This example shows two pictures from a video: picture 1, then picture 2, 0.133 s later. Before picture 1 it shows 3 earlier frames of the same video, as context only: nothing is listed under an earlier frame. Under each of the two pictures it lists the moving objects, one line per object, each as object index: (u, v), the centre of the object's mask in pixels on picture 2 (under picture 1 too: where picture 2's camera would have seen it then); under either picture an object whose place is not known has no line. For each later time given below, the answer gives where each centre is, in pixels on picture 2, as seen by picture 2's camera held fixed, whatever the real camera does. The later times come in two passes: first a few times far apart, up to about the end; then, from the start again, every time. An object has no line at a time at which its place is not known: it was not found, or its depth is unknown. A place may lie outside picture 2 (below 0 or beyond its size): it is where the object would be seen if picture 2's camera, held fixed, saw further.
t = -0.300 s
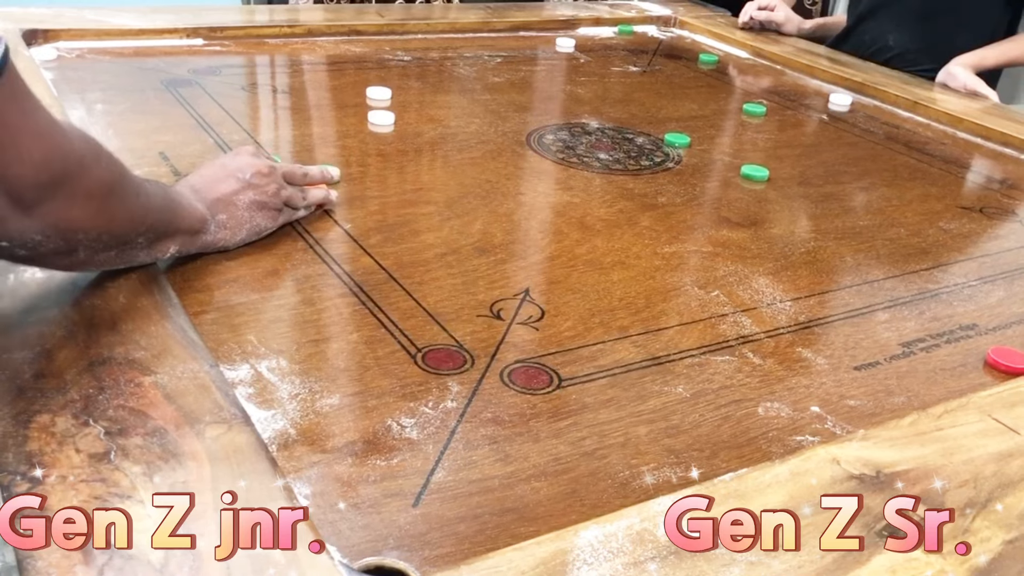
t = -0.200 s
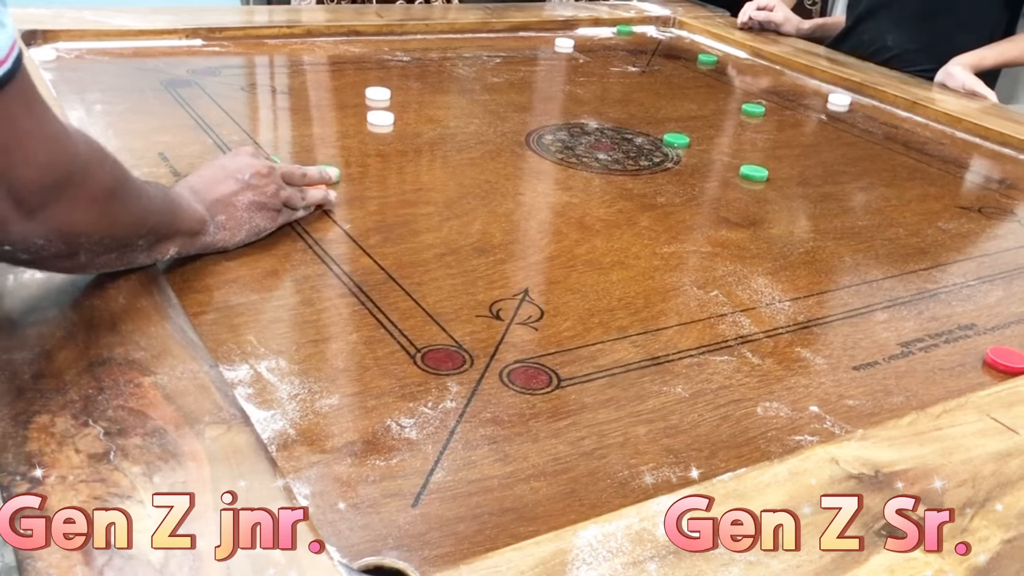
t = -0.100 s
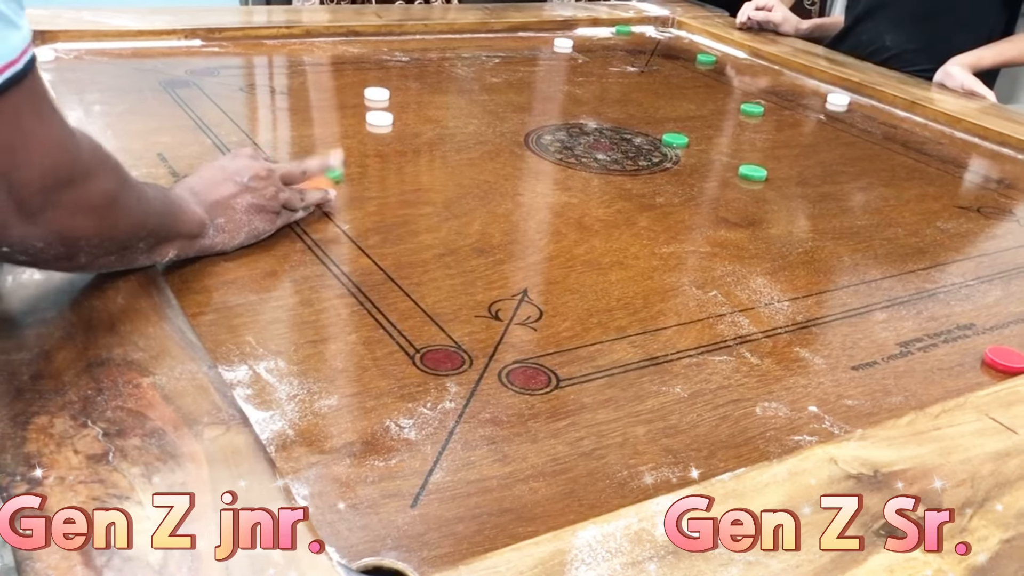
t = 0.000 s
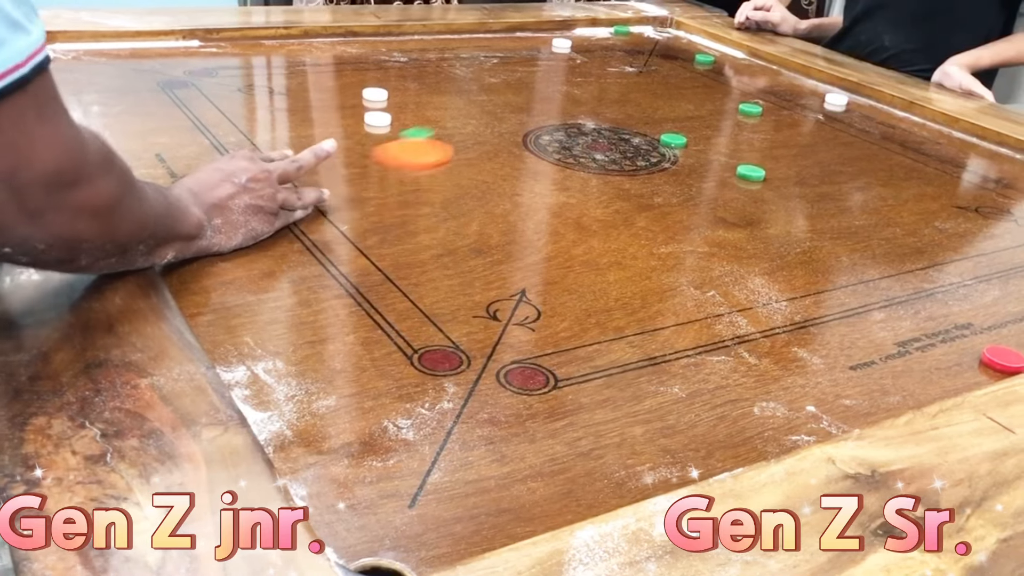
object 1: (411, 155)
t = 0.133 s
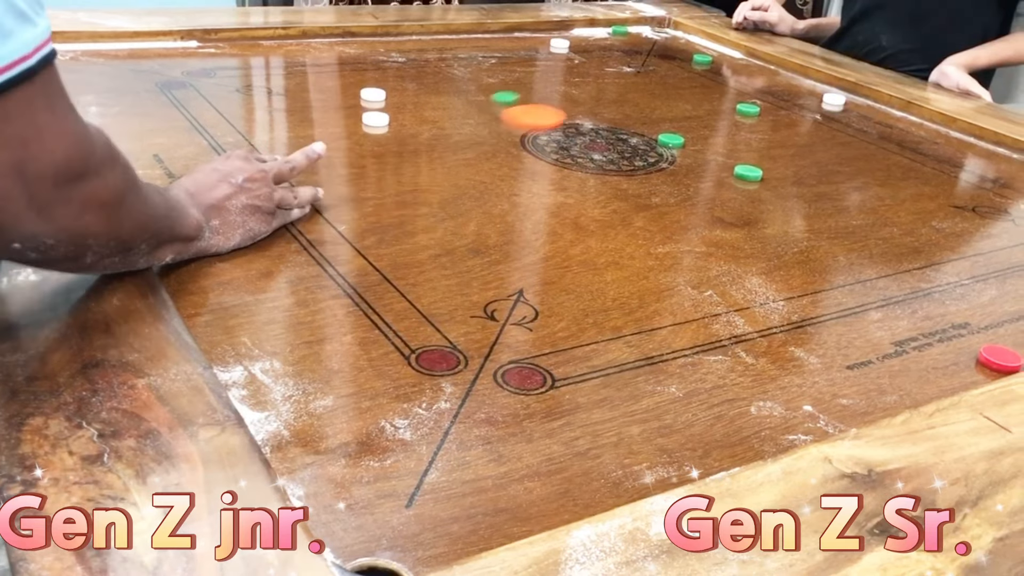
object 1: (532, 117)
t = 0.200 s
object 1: (580, 105)
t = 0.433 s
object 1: (695, 70)
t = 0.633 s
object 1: (722, 61)
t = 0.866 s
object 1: (674, 61)
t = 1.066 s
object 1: (653, 61)
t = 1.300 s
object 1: (652, 61)
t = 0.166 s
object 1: (557, 110)
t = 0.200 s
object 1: (580, 105)
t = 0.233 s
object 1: (600, 99)
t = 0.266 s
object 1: (619, 93)
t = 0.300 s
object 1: (637, 88)
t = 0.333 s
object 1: (653, 82)
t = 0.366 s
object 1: (668, 78)
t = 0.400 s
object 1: (682, 74)
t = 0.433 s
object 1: (695, 70)
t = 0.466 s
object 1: (707, 67)
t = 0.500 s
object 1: (717, 65)
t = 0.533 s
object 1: (726, 63)
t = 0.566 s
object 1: (736, 61)
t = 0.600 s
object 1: (730, 61)
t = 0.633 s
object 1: (722, 61)
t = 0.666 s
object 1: (713, 61)
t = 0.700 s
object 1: (706, 61)
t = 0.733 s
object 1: (699, 61)
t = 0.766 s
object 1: (692, 61)
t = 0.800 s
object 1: (685, 61)
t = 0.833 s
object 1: (679, 61)
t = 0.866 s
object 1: (674, 61)
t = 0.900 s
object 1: (669, 61)
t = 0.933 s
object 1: (665, 61)
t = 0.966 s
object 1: (661, 61)
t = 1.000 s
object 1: (658, 61)
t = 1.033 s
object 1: (655, 61)
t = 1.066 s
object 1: (653, 61)
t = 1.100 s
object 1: (652, 61)
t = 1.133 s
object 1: (652, 61)
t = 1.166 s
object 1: (652, 61)
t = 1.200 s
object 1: (652, 61)
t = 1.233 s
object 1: (652, 61)
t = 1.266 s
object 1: (652, 61)
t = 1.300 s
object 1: (652, 61)
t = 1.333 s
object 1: (652, 61)
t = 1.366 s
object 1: (652, 61)
